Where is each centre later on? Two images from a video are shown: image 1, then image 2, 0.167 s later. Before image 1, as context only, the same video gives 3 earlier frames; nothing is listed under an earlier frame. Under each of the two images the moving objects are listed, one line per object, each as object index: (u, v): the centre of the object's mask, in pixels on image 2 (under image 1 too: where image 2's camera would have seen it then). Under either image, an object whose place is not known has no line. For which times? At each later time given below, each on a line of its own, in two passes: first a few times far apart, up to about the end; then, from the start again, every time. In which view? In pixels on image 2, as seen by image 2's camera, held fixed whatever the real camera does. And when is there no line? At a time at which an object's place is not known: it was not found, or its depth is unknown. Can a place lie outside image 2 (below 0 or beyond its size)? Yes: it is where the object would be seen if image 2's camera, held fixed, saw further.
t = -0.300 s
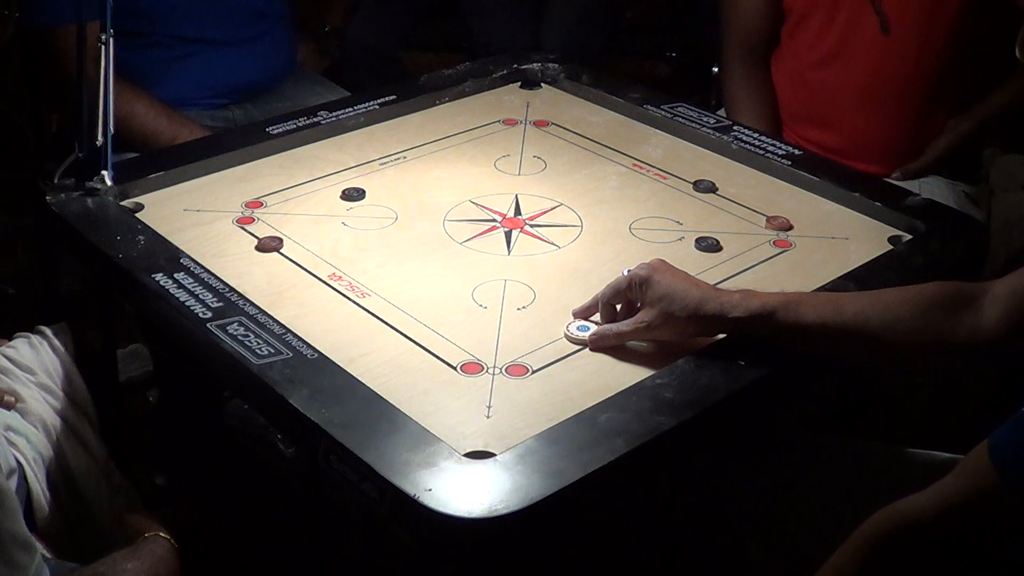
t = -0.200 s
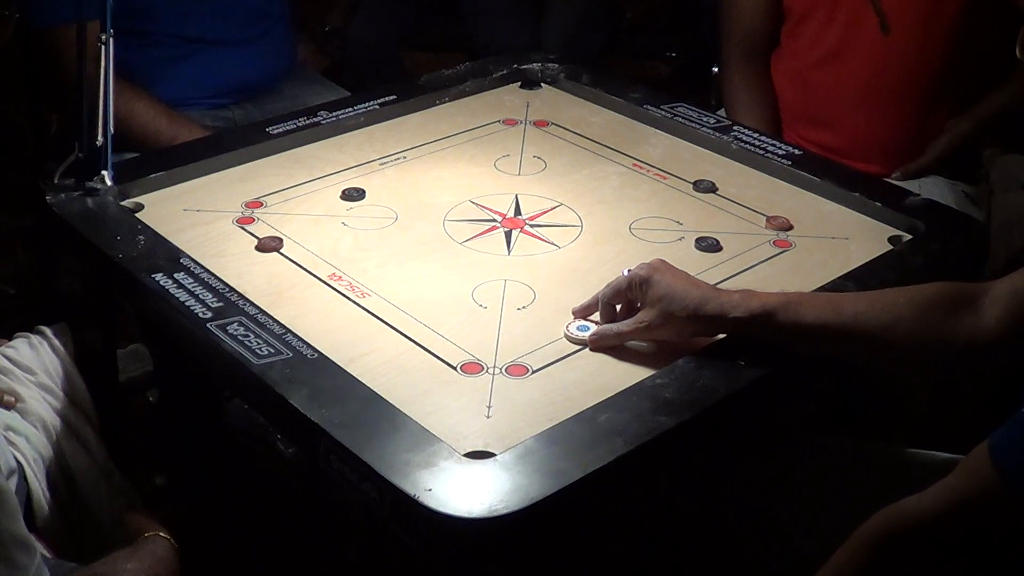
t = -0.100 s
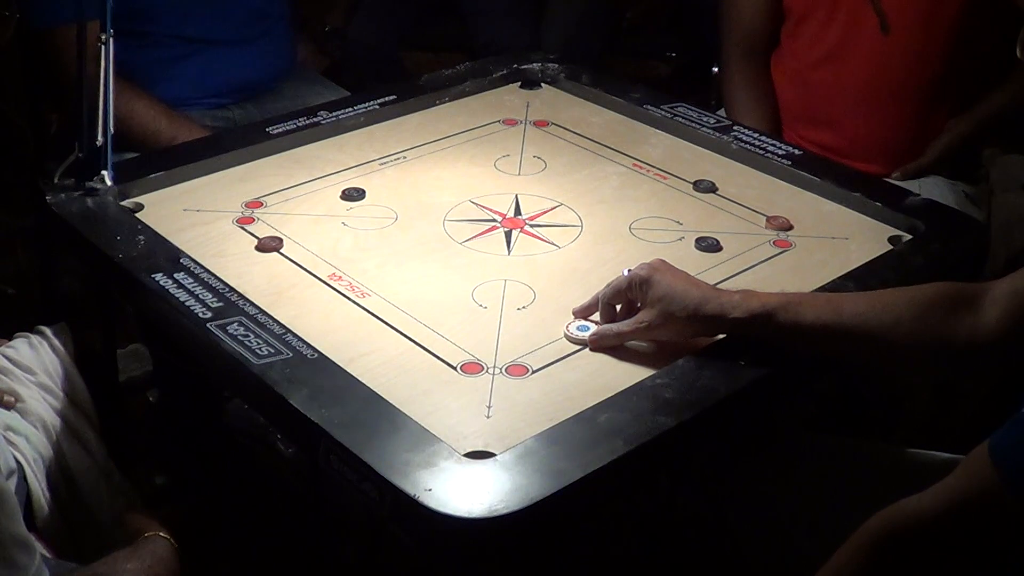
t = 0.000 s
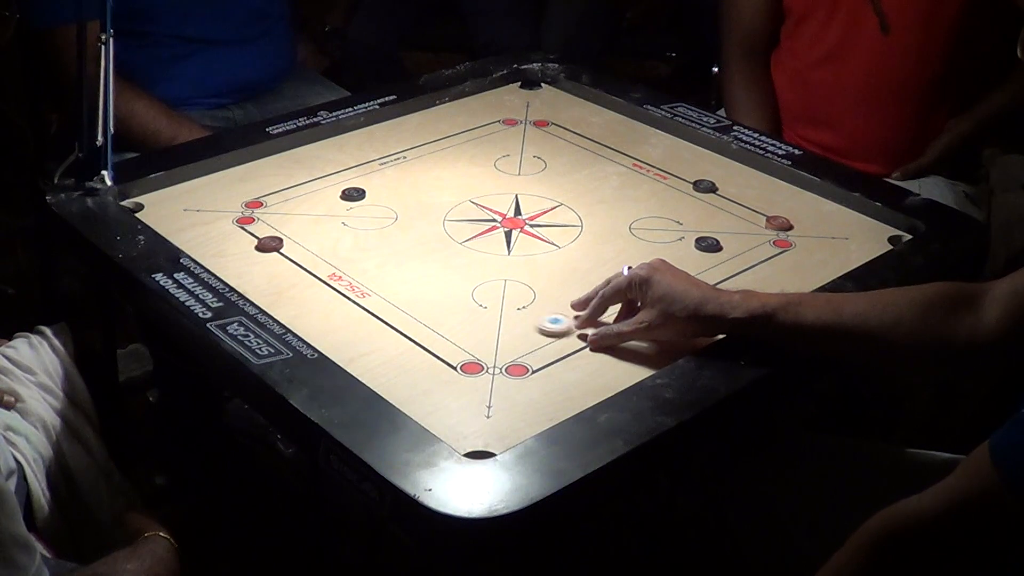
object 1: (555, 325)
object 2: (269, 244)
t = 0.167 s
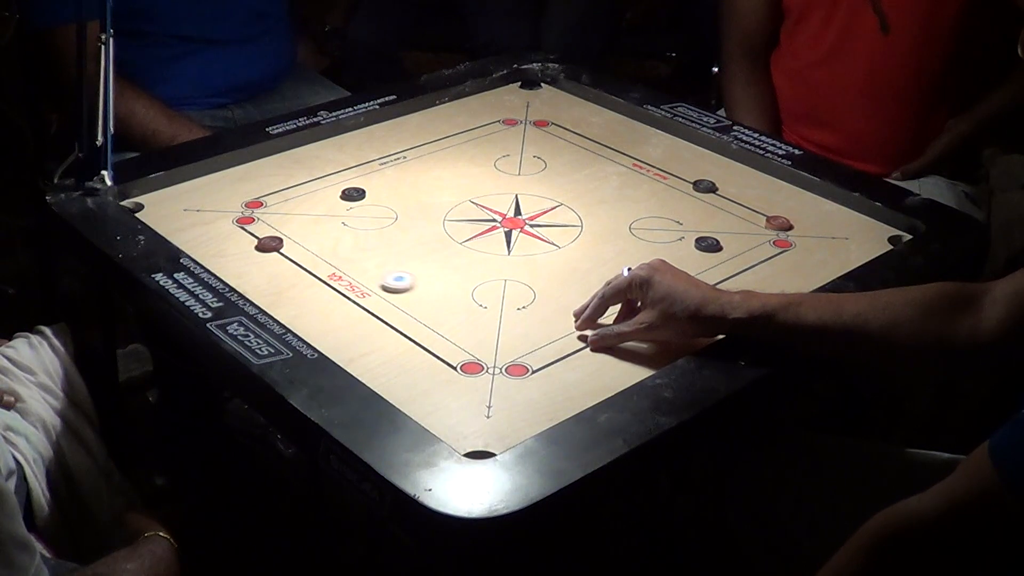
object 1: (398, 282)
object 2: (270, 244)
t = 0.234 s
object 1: (346, 267)
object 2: (270, 244)
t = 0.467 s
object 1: (249, 244)
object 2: (173, 209)
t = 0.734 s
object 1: (221, 238)
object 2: (172, 232)
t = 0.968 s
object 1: (221, 238)
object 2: (191, 248)
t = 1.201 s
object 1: (221, 238)
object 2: (191, 249)
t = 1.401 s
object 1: (221, 238)
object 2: (191, 249)
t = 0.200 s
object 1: (371, 275)
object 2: (270, 244)
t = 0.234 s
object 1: (346, 267)
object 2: (270, 244)
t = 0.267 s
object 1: (323, 262)
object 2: (269, 244)
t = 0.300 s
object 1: (301, 255)
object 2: (269, 244)
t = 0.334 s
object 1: (285, 251)
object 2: (257, 240)
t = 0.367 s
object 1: (274, 249)
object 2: (232, 231)
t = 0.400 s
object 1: (265, 247)
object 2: (211, 223)
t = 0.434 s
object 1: (257, 246)
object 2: (191, 216)
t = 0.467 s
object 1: (249, 244)
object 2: (173, 209)
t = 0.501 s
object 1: (243, 243)
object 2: (156, 202)
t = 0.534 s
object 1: (237, 241)
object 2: (147, 199)
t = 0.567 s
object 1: (232, 240)
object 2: (149, 206)
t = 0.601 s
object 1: (228, 239)
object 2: (154, 212)
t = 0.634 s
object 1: (225, 239)
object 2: (159, 218)
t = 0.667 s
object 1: (223, 238)
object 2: (164, 223)
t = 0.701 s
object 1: (221, 238)
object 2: (168, 228)
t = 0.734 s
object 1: (221, 238)
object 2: (172, 232)
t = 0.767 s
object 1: (221, 238)
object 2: (176, 235)
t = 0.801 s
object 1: (221, 238)
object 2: (179, 239)
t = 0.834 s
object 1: (221, 238)
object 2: (182, 242)
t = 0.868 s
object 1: (221, 238)
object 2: (186, 244)
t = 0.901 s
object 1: (221, 238)
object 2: (188, 246)
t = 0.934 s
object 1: (221, 238)
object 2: (189, 248)
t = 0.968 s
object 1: (221, 238)
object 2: (191, 248)
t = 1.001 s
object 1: (221, 238)
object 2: (191, 249)
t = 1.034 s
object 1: (221, 238)
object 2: (191, 249)
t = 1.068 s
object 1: (221, 238)
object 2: (191, 249)
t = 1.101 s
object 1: (221, 238)
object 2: (191, 249)
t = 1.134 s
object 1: (221, 238)
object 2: (191, 249)
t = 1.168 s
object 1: (221, 238)
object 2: (191, 249)
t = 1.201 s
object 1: (221, 238)
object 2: (191, 249)
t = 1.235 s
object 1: (221, 238)
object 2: (191, 249)
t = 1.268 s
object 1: (221, 238)
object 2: (191, 249)
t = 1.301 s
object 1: (221, 238)
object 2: (191, 249)
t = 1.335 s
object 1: (221, 238)
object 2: (191, 249)
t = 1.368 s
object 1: (221, 238)
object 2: (191, 249)
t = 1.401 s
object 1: (221, 238)
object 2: (191, 249)
